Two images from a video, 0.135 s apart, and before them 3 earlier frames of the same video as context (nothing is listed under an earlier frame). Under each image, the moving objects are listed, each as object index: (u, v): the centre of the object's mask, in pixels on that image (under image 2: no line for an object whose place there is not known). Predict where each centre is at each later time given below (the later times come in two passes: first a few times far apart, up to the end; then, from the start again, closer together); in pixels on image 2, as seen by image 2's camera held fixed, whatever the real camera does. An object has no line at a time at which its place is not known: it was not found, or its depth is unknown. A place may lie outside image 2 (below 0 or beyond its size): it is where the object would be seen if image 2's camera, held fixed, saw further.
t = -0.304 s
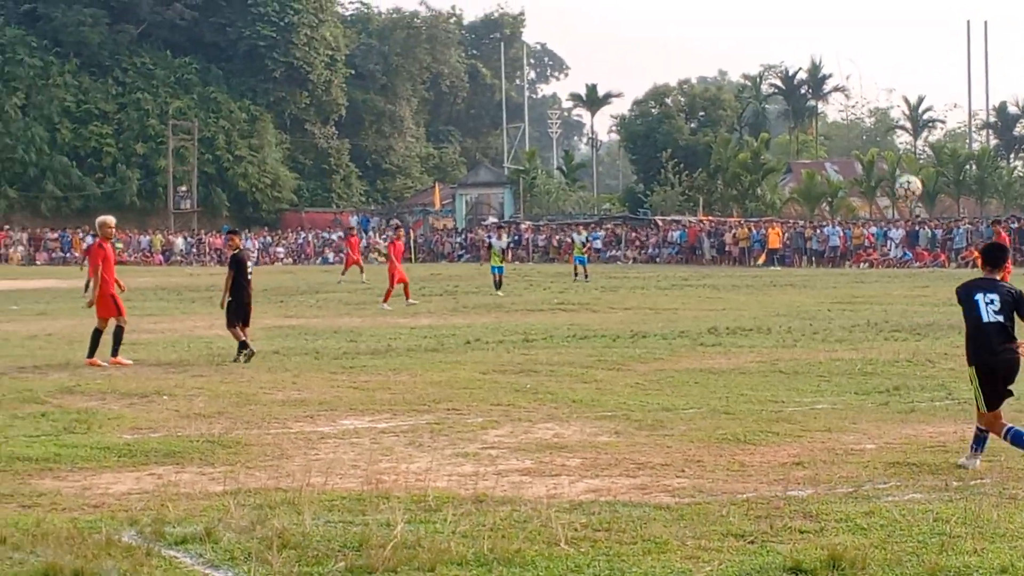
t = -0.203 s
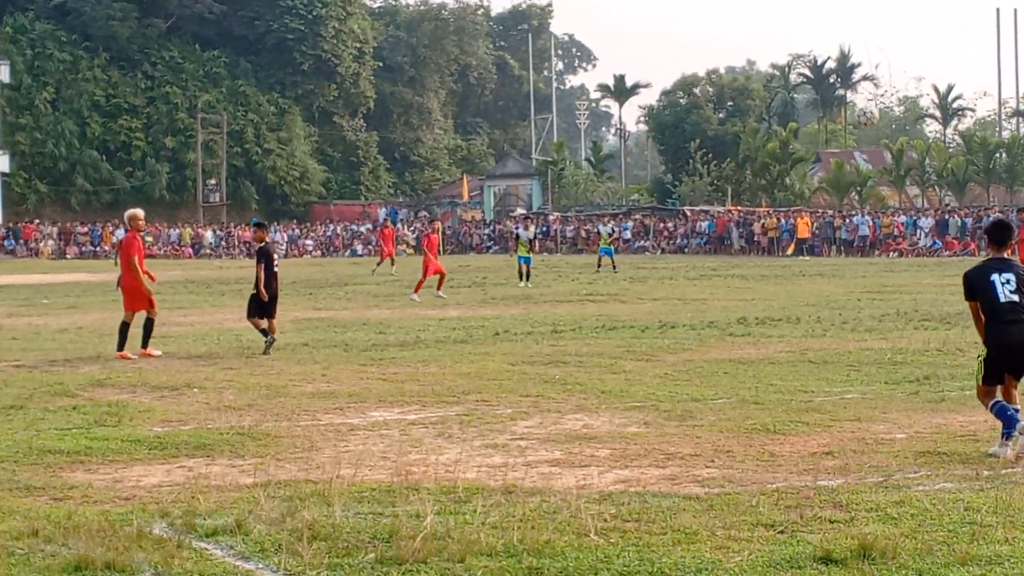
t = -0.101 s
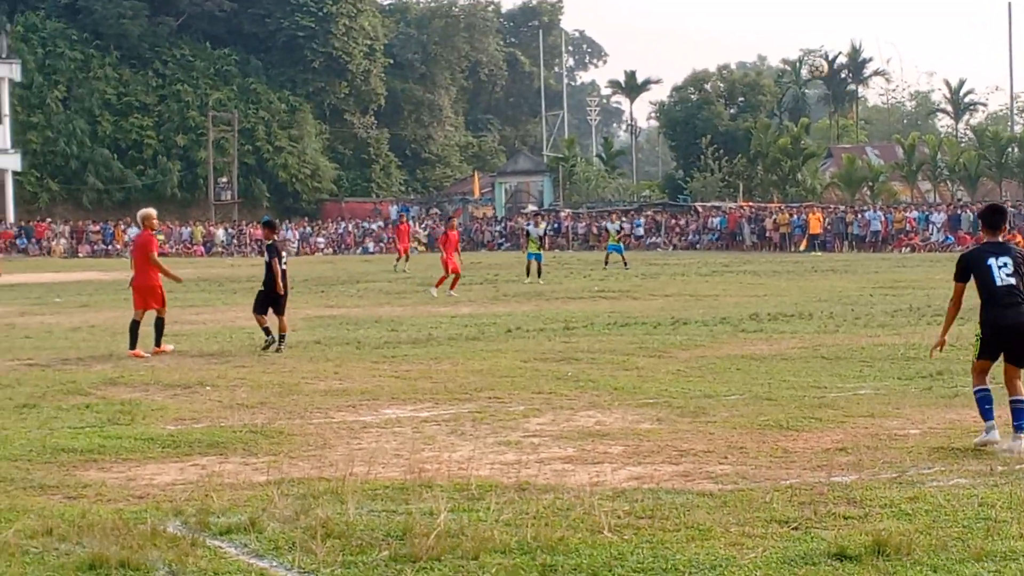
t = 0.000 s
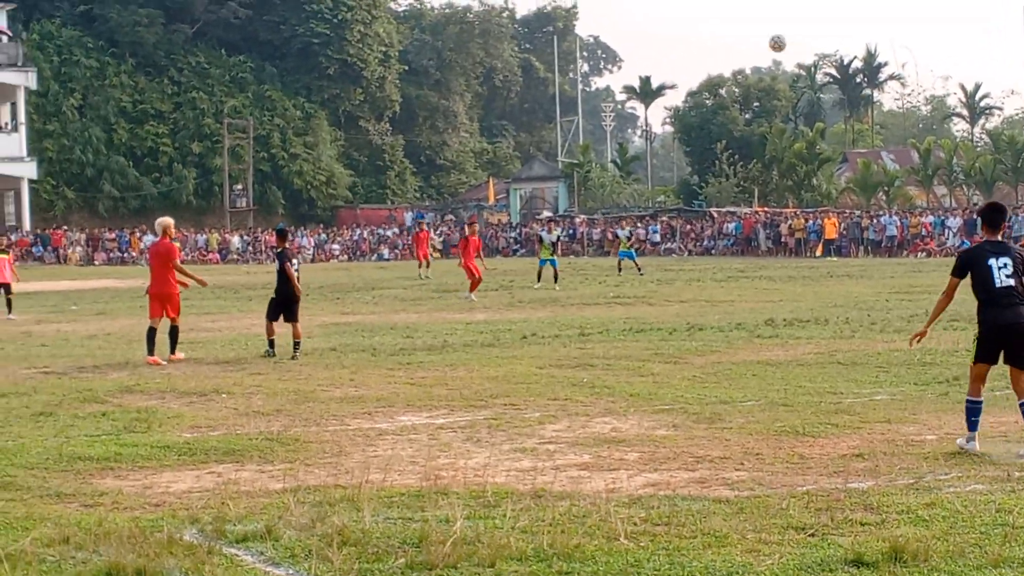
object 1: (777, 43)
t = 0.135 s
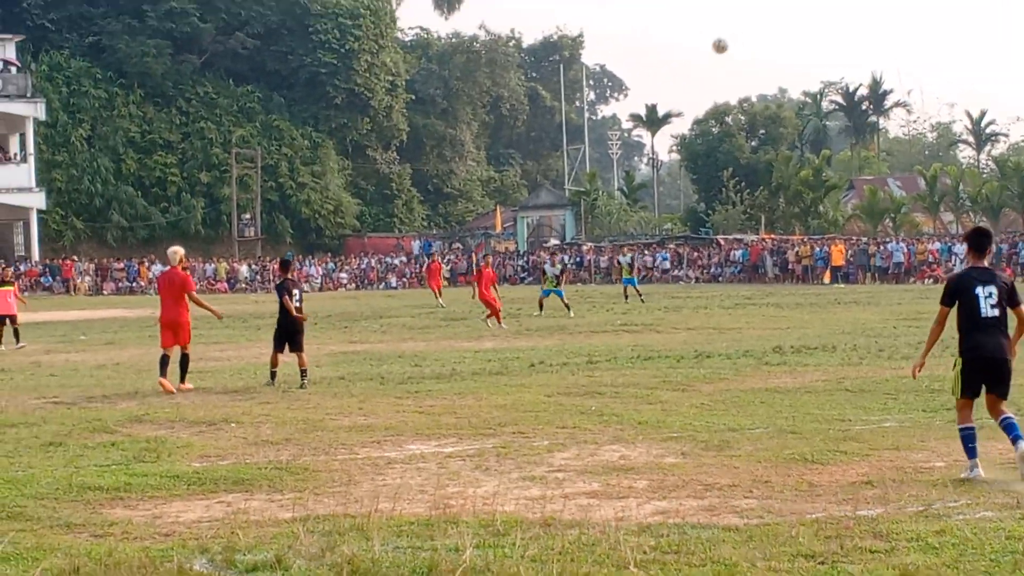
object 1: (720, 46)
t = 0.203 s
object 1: (691, 39)
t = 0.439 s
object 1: (602, 34)
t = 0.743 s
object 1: (503, 63)
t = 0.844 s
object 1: (473, 80)
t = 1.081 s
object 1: (410, 128)
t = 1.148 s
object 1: (393, 144)
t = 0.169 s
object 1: (705, 42)
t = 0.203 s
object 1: (691, 39)
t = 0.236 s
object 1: (677, 36)
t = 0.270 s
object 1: (664, 34)
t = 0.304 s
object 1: (652, 33)
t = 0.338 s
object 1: (639, 32)
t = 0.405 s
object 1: (614, 33)
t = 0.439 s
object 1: (602, 34)
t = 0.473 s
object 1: (590, 35)
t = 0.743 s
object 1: (503, 63)
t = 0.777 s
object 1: (492, 68)
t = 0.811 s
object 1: (483, 73)
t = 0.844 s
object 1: (473, 80)
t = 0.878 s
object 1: (464, 86)
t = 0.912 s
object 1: (454, 92)
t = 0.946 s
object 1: (445, 99)
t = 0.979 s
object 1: (437, 105)
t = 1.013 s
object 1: (427, 113)
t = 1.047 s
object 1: (418, 120)
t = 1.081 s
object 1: (410, 128)
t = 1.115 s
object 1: (401, 136)
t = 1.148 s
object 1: (393, 144)
